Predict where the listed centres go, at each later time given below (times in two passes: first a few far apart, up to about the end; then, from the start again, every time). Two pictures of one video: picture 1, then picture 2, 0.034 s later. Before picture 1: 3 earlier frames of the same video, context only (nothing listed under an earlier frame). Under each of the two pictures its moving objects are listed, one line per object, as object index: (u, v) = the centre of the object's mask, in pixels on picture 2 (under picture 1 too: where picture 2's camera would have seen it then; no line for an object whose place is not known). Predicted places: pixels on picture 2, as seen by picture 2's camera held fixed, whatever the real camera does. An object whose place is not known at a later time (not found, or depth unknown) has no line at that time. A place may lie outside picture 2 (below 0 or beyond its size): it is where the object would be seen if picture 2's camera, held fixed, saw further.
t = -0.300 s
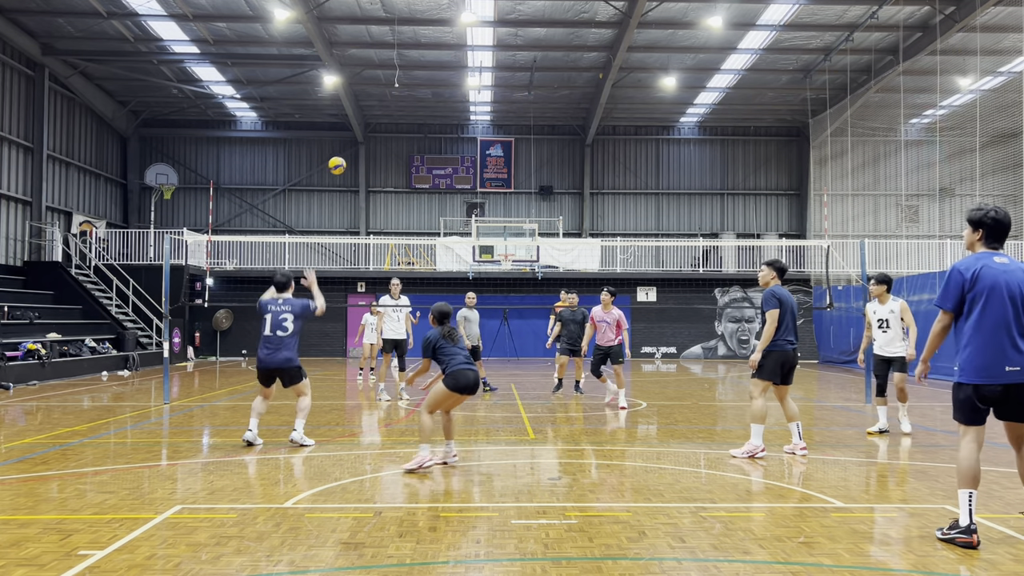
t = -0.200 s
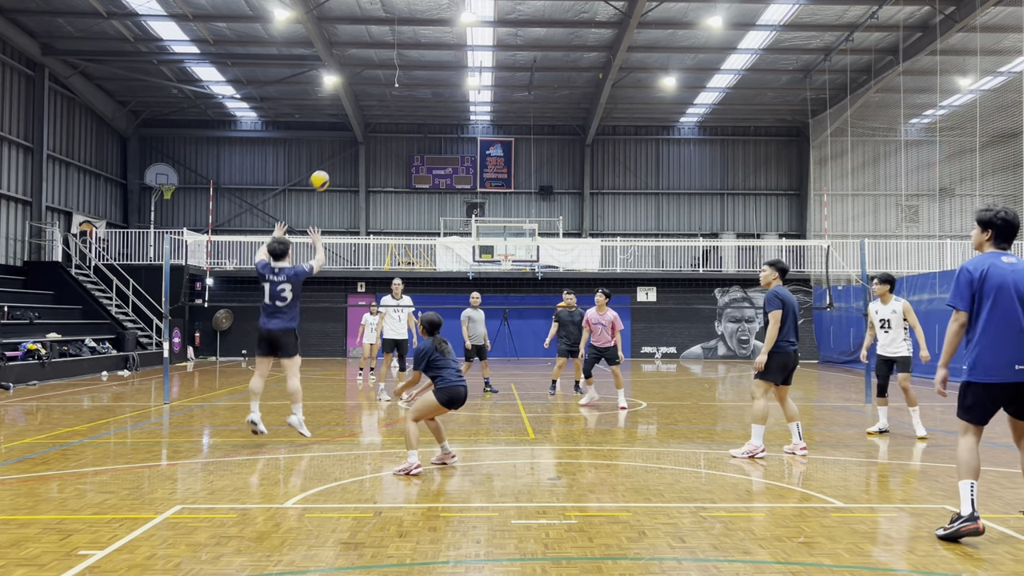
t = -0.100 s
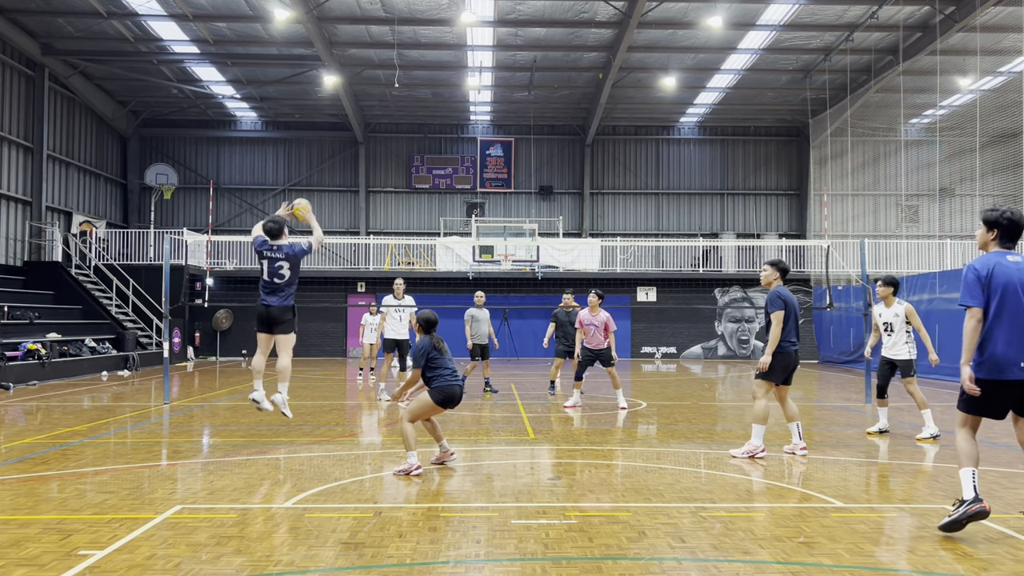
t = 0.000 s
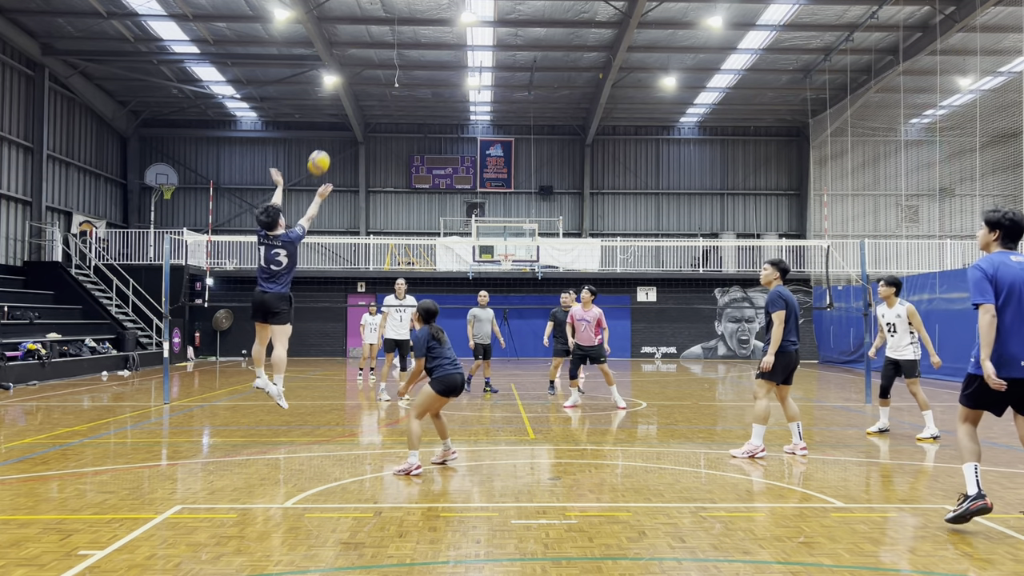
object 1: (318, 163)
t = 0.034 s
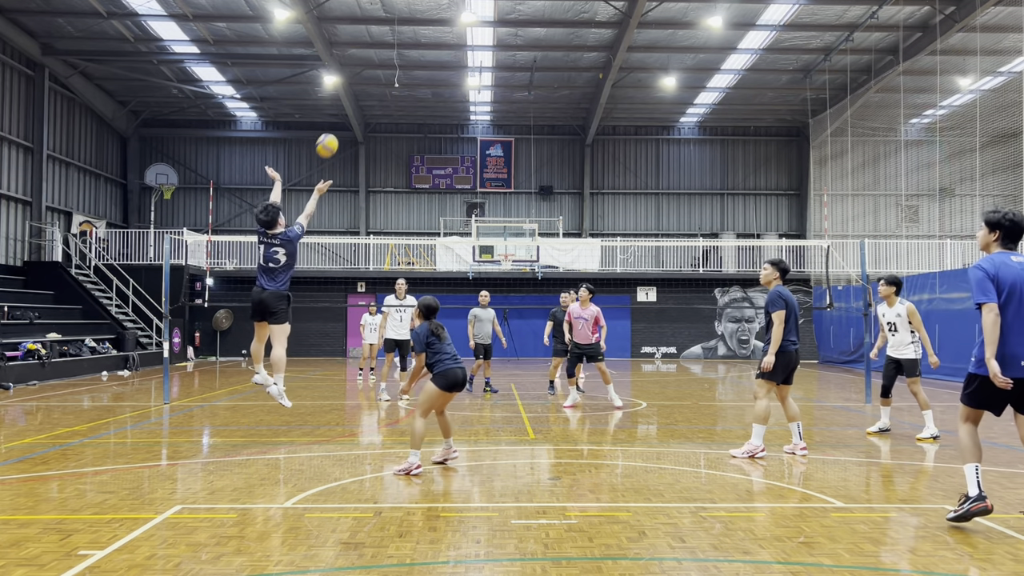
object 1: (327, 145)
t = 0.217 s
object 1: (369, 76)
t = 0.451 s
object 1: (416, 40)
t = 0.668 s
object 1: (454, 50)
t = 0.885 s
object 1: (488, 96)
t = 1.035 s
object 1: (509, 144)
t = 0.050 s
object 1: (331, 137)
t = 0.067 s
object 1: (335, 130)
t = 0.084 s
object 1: (339, 122)
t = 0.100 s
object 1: (342, 115)
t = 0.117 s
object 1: (346, 109)
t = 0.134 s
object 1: (350, 103)
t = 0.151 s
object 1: (354, 96)
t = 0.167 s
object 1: (358, 91)
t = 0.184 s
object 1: (361, 86)
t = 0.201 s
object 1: (365, 81)
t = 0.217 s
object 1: (369, 76)
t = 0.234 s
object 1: (372, 72)
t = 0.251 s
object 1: (376, 68)
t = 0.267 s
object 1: (379, 64)
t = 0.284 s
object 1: (383, 60)
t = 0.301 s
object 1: (386, 57)
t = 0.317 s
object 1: (390, 54)
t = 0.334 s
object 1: (393, 52)
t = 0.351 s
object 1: (397, 49)
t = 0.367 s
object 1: (400, 47)
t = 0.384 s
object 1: (403, 45)
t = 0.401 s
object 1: (406, 44)
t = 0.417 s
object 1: (410, 42)
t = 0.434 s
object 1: (413, 41)
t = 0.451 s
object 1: (416, 40)
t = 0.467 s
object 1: (419, 40)
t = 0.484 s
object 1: (422, 40)
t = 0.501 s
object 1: (425, 39)
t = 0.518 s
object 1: (428, 40)
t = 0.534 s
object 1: (431, 40)
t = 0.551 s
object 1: (434, 40)
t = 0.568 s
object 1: (437, 41)
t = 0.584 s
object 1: (440, 42)
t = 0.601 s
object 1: (443, 43)
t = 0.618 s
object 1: (446, 45)
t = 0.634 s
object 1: (448, 46)
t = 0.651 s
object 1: (451, 48)
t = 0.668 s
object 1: (454, 50)
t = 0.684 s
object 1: (457, 53)
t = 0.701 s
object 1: (459, 56)
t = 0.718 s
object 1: (462, 58)
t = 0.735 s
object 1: (464, 61)
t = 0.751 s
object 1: (467, 64)
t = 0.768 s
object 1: (469, 68)
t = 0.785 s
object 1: (472, 71)
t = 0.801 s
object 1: (475, 75)
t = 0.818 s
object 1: (477, 78)
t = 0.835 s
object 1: (480, 82)
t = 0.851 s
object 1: (483, 87)
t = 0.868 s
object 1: (486, 92)
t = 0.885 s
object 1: (488, 96)
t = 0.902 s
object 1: (491, 101)
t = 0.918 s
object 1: (493, 106)
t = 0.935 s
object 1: (495, 111)
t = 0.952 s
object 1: (497, 116)
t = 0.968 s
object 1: (500, 121)
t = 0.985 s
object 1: (502, 127)
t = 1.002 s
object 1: (504, 133)
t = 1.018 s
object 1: (506, 139)
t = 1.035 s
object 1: (509, 144)
